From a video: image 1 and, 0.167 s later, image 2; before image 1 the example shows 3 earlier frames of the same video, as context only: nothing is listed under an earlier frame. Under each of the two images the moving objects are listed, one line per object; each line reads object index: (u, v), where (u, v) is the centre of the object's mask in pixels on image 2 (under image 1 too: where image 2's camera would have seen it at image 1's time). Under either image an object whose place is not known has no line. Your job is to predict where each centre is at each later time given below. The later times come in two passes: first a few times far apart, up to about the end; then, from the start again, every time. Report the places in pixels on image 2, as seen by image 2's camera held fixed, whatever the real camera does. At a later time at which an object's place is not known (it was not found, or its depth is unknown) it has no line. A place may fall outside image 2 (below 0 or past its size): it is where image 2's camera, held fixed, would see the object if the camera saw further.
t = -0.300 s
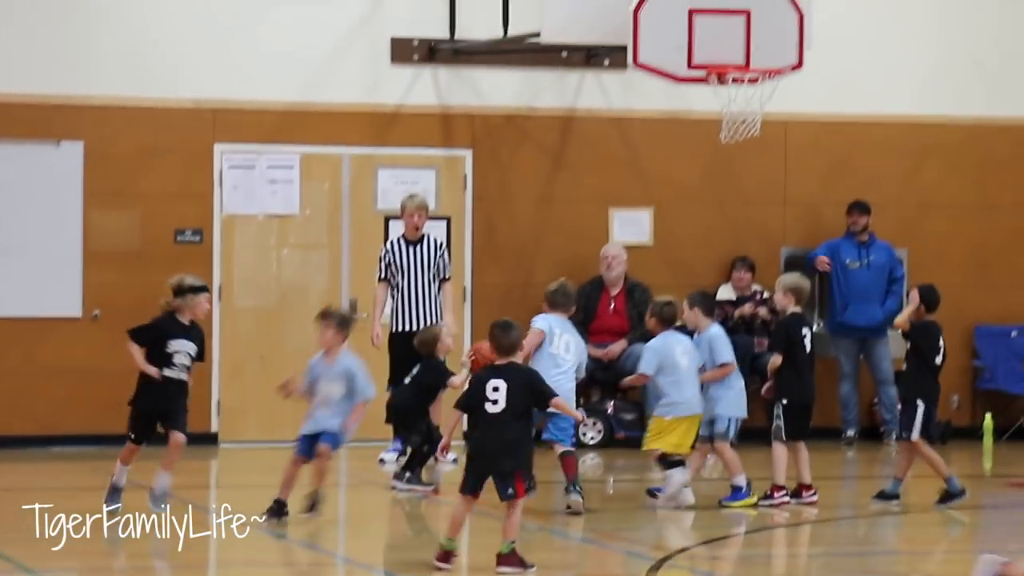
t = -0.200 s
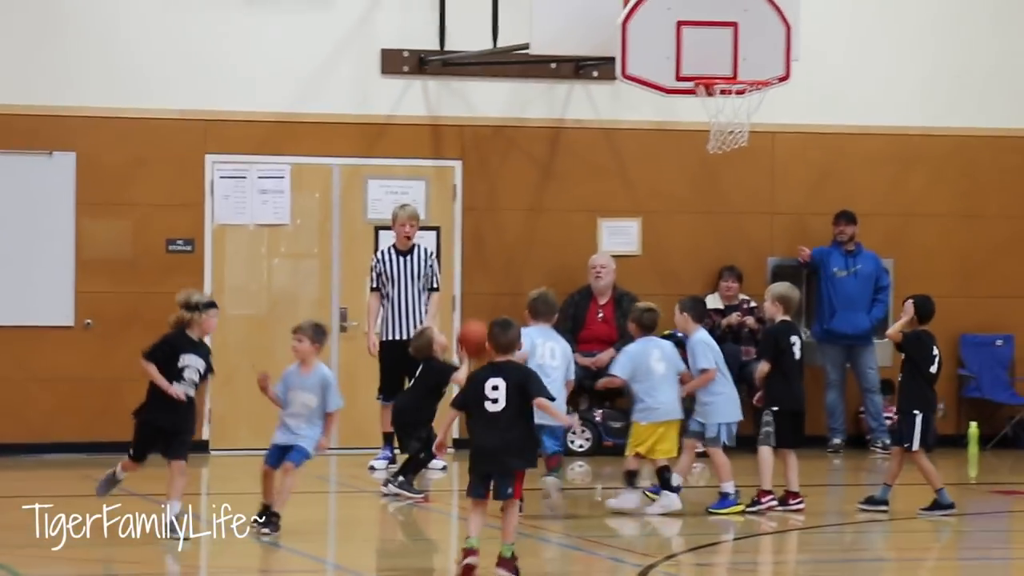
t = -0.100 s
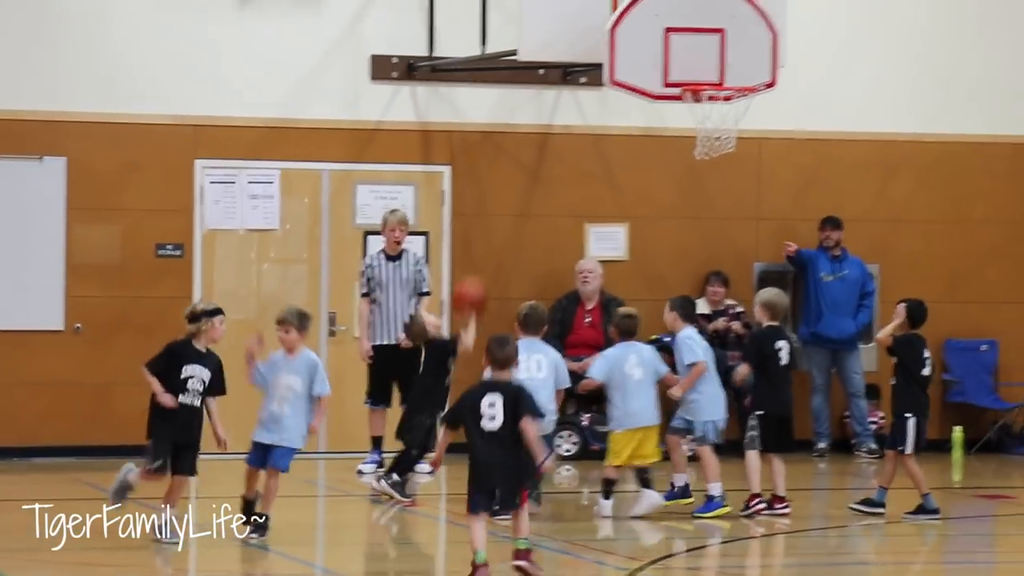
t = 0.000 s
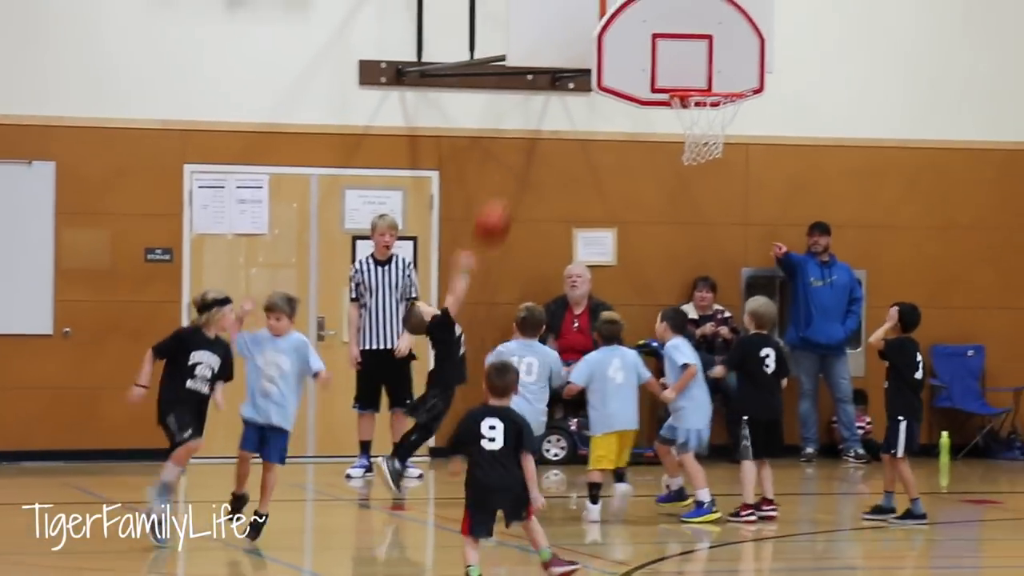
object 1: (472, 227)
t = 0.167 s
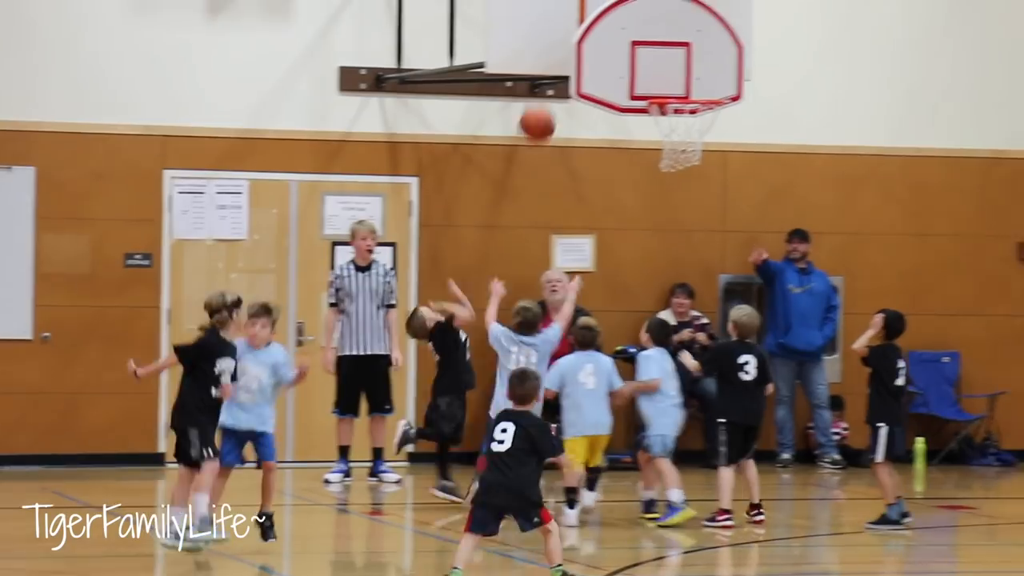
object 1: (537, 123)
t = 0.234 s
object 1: (562, 93)
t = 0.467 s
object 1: (650, 44)
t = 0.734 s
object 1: (747, 91)
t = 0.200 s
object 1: (550, 106)
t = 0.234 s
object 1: (562, 93)
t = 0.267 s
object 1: (575, 82)
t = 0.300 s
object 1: (587, 71)
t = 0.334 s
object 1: (600, 62)
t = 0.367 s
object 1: (612, 55)
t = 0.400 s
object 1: (625, 50)
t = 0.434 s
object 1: (637, 46)
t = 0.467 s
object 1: (650, 44)
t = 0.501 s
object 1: (662, 44)
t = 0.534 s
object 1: (675, 45)
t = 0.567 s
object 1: (686, 49)
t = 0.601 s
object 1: (699, 53)
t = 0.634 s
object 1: (711, 60)
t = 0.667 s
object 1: (722, 69)
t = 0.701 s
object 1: (735, 81)
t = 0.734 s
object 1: (747, 91)
